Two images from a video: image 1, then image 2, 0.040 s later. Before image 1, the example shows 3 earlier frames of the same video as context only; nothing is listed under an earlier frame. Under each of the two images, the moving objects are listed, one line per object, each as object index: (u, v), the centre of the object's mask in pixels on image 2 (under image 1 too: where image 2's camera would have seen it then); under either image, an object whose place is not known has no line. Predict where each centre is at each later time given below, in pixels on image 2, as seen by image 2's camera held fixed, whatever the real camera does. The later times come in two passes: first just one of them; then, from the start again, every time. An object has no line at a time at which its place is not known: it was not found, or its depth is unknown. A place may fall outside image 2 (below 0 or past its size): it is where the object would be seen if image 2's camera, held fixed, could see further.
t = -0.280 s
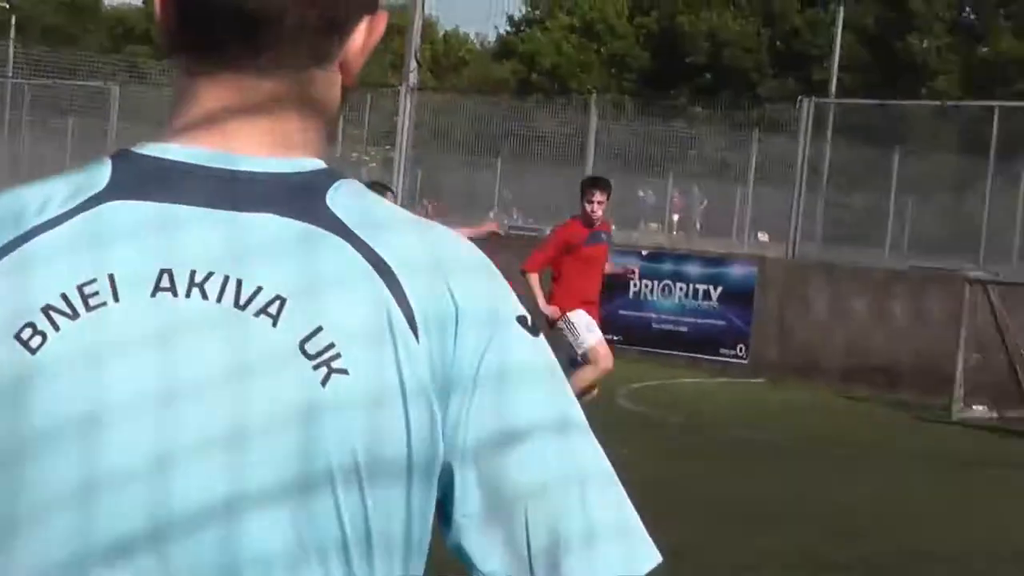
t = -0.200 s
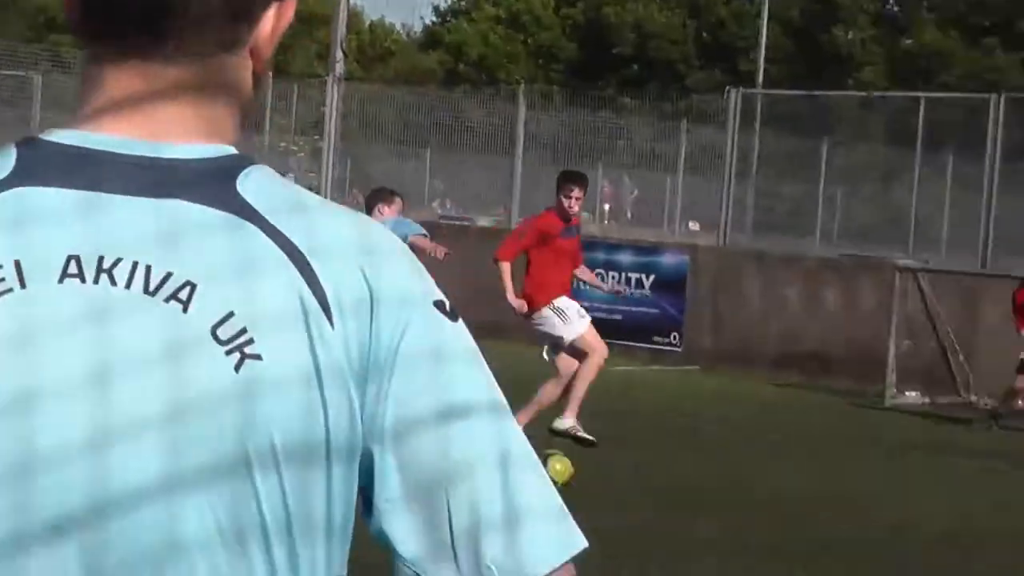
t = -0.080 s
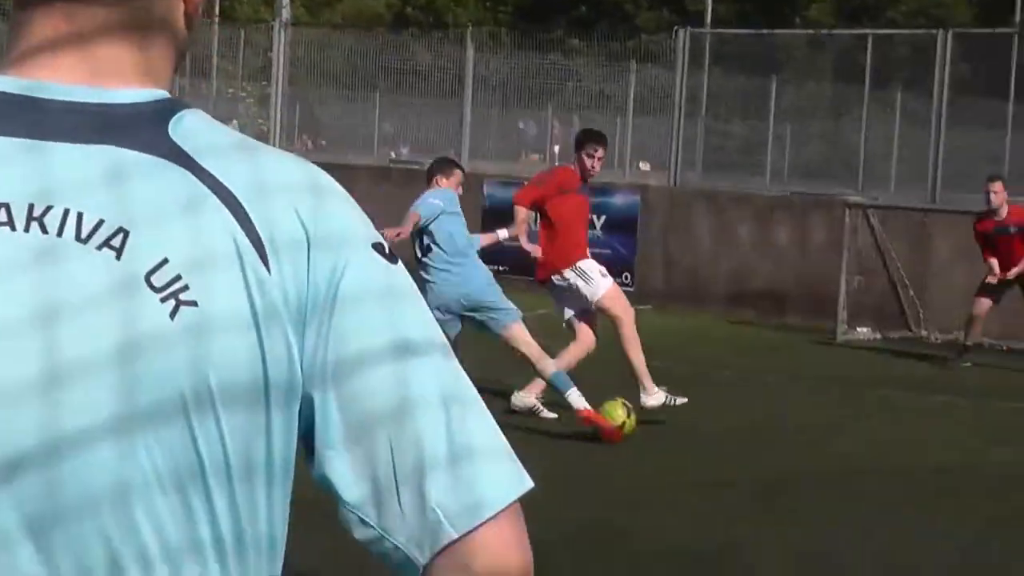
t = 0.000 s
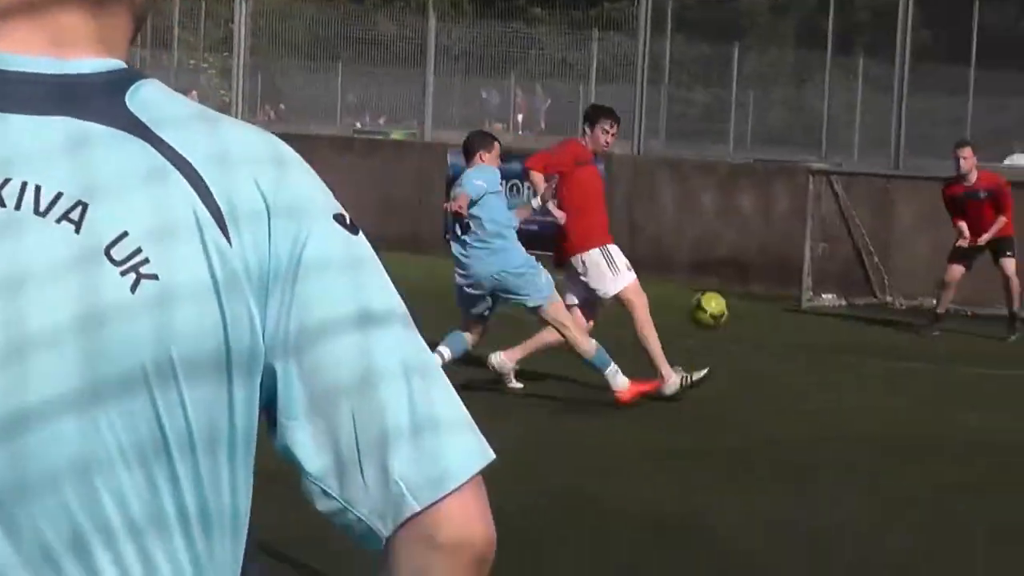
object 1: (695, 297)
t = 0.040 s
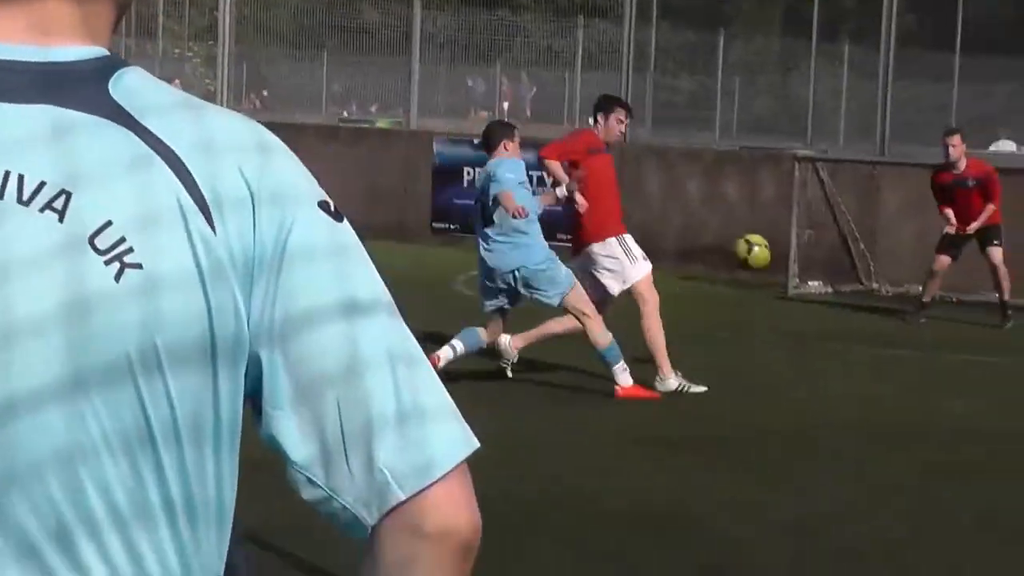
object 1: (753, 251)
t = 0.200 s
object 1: (958, 114)
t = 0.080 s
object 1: (806, 213)
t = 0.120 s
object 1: (857, 175)
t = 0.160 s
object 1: (908, 142)
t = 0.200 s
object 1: (958, 114)
